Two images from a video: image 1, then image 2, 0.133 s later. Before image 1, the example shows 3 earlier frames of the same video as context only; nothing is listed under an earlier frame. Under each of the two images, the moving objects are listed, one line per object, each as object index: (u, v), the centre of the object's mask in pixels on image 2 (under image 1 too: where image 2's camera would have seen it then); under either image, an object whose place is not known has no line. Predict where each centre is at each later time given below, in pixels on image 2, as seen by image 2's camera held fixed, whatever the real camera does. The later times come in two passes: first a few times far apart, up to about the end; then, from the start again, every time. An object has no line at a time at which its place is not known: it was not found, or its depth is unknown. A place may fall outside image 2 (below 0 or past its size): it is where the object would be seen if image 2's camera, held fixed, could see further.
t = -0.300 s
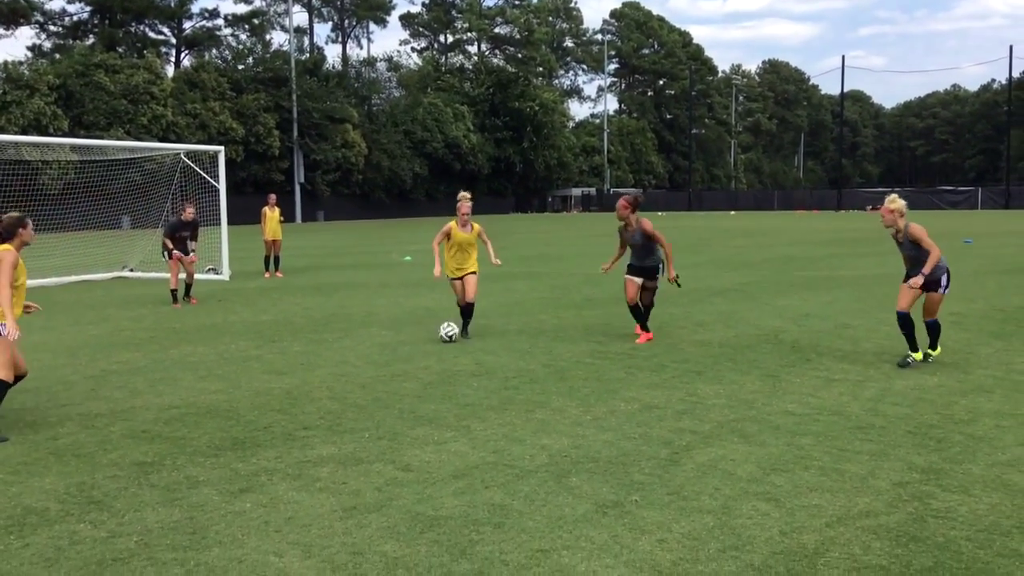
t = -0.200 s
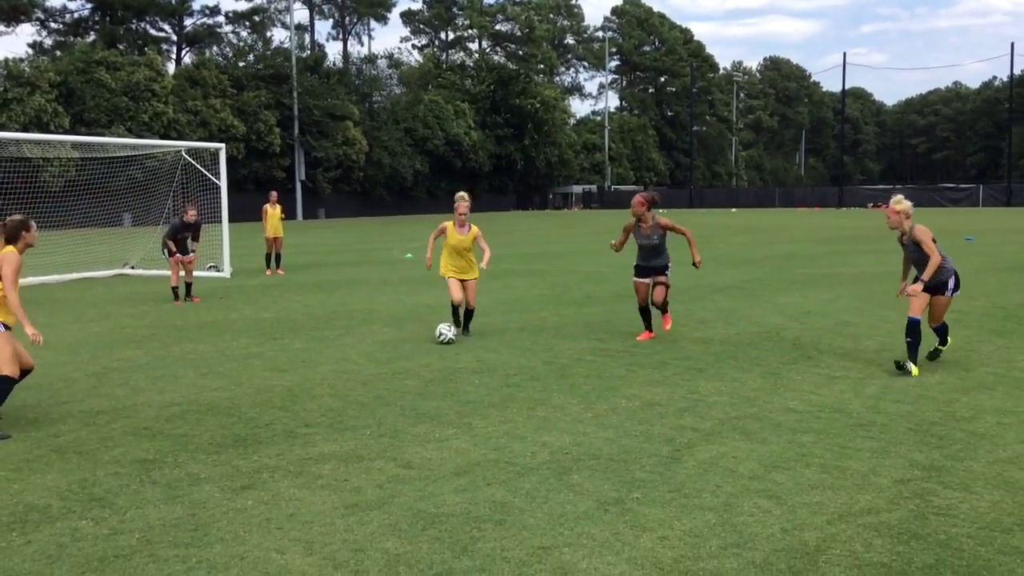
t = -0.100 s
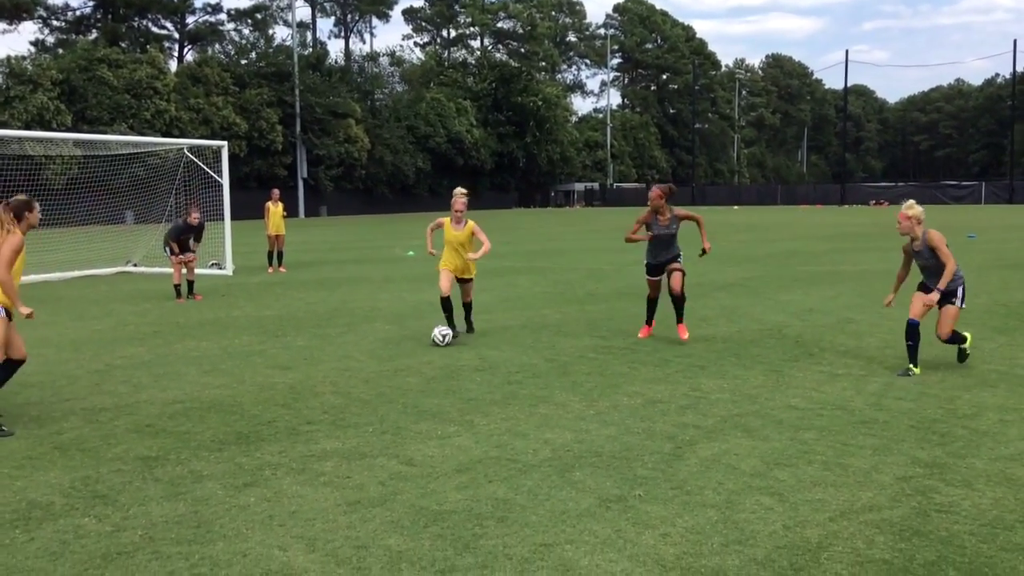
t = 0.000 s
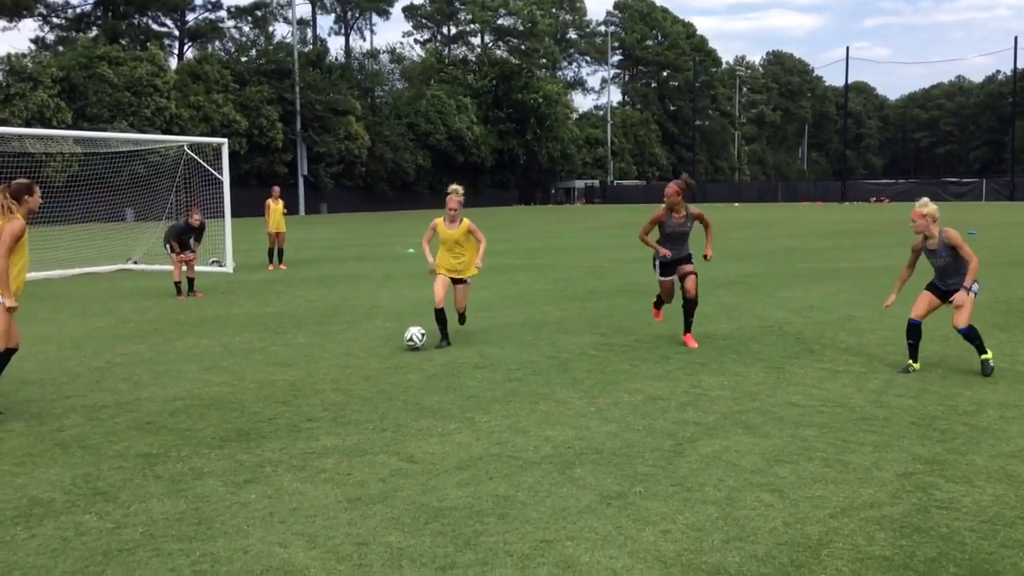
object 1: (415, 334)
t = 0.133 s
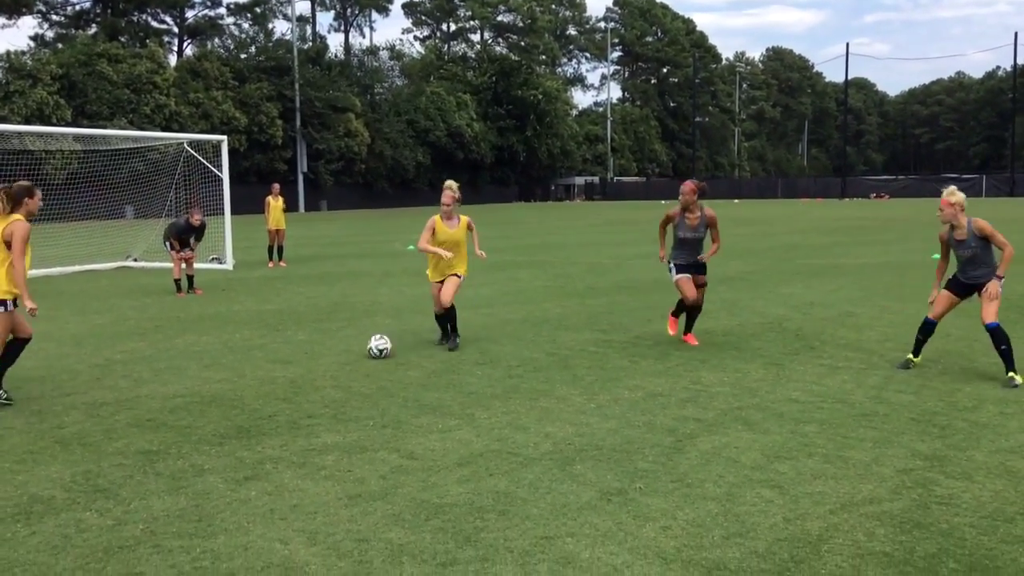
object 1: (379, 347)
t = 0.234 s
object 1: (357, 354)
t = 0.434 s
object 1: (309, 370)
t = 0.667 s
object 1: (245, 391)
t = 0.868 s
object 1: (178, 413)
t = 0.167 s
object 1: (372, 348)
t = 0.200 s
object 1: (364, 350)
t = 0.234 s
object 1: (357, 354)
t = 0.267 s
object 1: (348, 357)
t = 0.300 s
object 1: (341, 359)
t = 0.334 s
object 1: (333, 361)
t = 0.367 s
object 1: (326, 365)
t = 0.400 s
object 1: (317, 368)
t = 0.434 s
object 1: (309, 370)
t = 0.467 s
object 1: (301, 372)
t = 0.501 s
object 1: (292, 375)
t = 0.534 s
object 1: (283, 379)
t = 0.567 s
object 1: (274, 382)
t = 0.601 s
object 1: (264, 385)
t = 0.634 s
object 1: (255, 388)
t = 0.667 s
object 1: (245, 391)
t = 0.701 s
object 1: (234, 395)
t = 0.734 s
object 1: (224, 399)
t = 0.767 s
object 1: (213, 402)
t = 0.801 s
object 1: (202, 405)
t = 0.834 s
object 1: (190, 409)
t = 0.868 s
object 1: (178, 413)
